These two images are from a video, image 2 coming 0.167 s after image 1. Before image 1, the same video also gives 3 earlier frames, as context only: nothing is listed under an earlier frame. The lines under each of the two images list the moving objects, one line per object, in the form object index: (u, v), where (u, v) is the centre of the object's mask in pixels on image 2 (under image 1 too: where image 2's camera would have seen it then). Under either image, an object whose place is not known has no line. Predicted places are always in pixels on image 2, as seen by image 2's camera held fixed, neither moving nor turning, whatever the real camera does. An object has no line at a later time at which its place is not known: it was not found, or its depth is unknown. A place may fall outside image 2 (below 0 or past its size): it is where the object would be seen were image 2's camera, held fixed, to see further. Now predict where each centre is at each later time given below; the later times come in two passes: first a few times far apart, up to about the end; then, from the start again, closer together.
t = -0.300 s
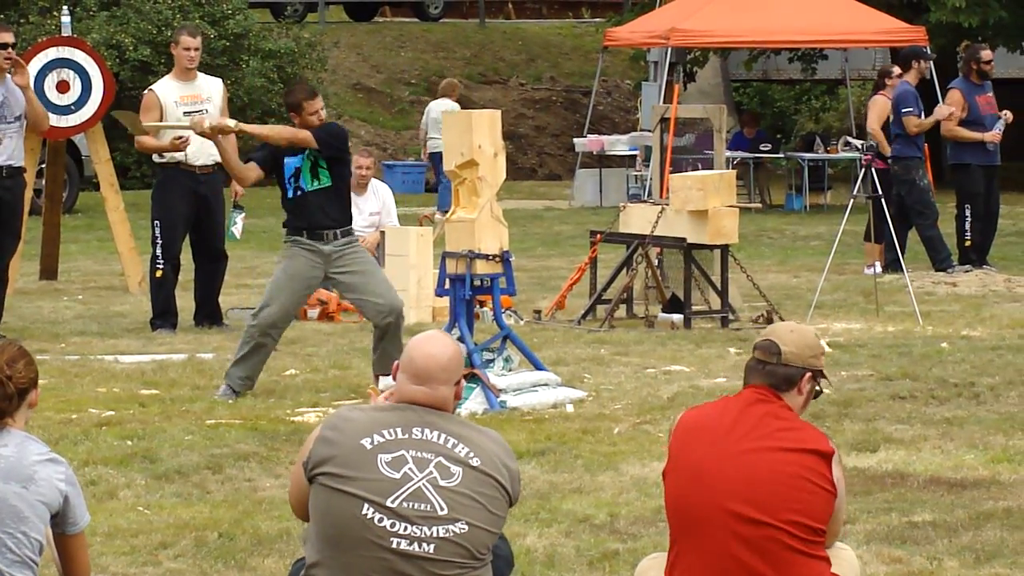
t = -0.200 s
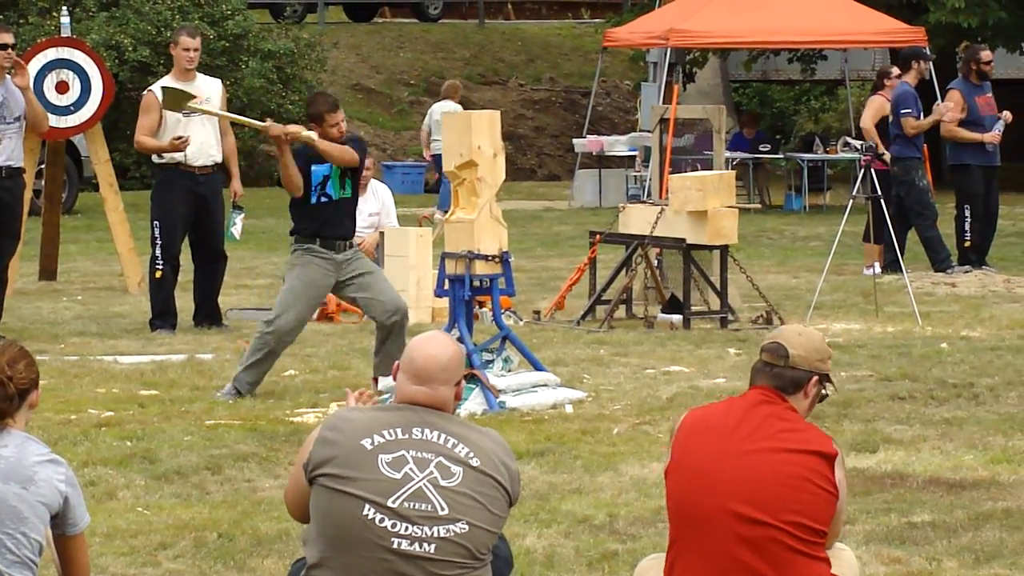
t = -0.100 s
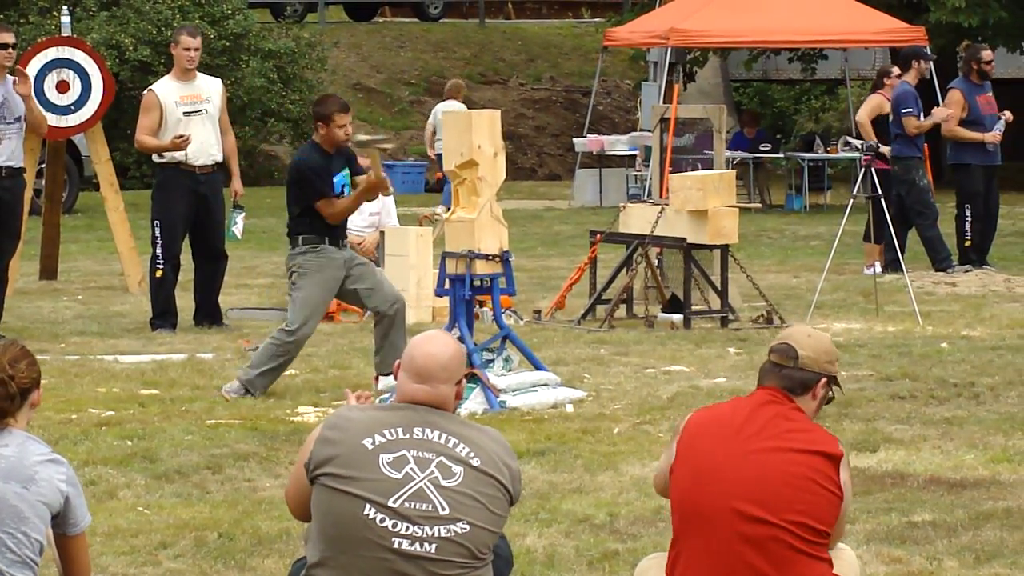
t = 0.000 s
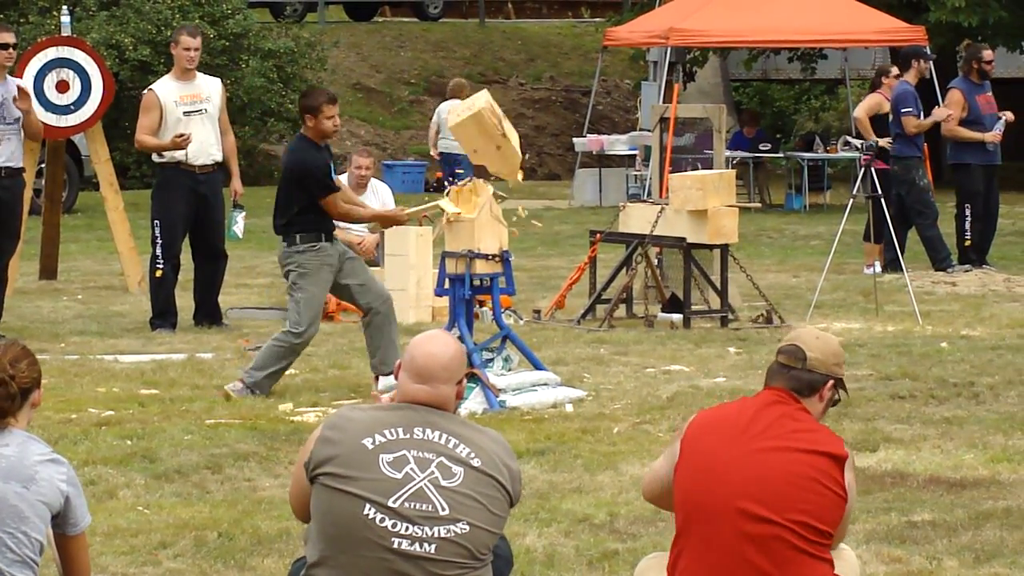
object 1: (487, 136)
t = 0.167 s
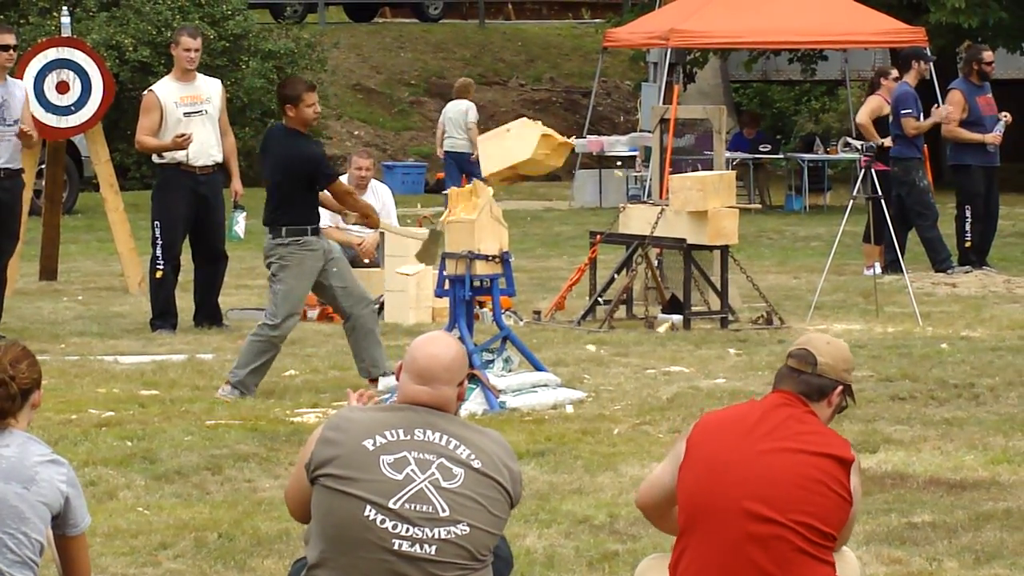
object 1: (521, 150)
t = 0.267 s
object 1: (542, 184)
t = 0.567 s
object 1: (587, 361)
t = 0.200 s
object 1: (528, 160)
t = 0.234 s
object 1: (536, 171)
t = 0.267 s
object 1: (542, 184)
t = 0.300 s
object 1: (550, 202)
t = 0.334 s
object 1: (559, 218)
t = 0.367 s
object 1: (563, 238)
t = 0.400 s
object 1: (568, 265)
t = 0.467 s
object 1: (583, 319)
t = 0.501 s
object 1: (588, 346)
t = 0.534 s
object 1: (590, 363)
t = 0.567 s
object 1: (587, 361)
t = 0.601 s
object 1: (583, 359)
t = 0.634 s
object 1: (581, 360)
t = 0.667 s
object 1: (579, 362)
